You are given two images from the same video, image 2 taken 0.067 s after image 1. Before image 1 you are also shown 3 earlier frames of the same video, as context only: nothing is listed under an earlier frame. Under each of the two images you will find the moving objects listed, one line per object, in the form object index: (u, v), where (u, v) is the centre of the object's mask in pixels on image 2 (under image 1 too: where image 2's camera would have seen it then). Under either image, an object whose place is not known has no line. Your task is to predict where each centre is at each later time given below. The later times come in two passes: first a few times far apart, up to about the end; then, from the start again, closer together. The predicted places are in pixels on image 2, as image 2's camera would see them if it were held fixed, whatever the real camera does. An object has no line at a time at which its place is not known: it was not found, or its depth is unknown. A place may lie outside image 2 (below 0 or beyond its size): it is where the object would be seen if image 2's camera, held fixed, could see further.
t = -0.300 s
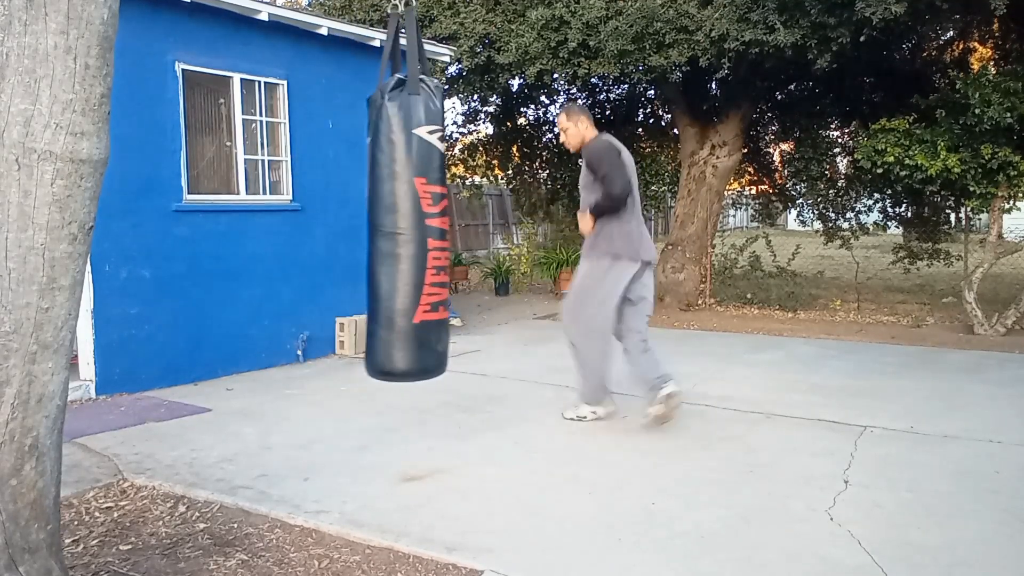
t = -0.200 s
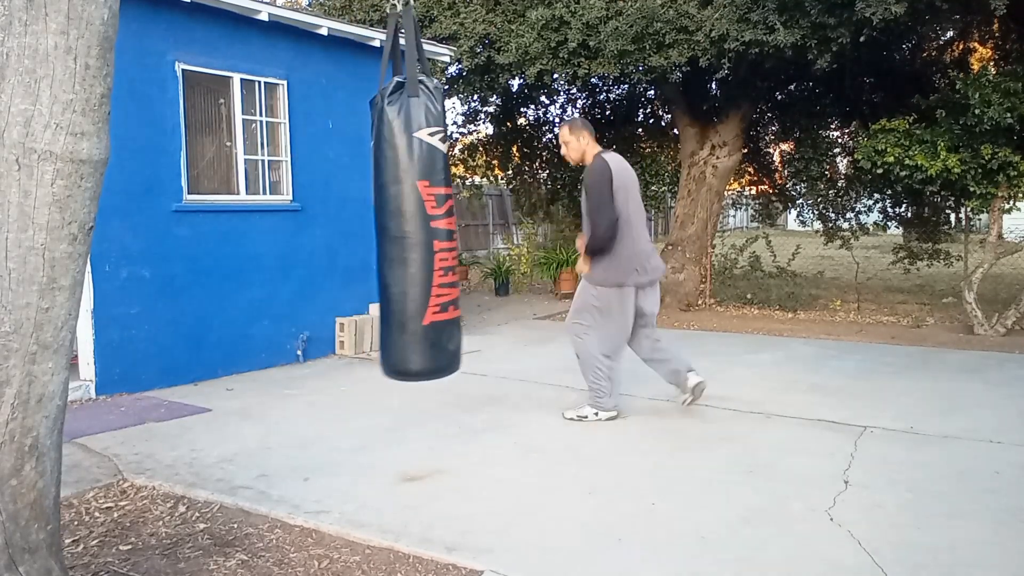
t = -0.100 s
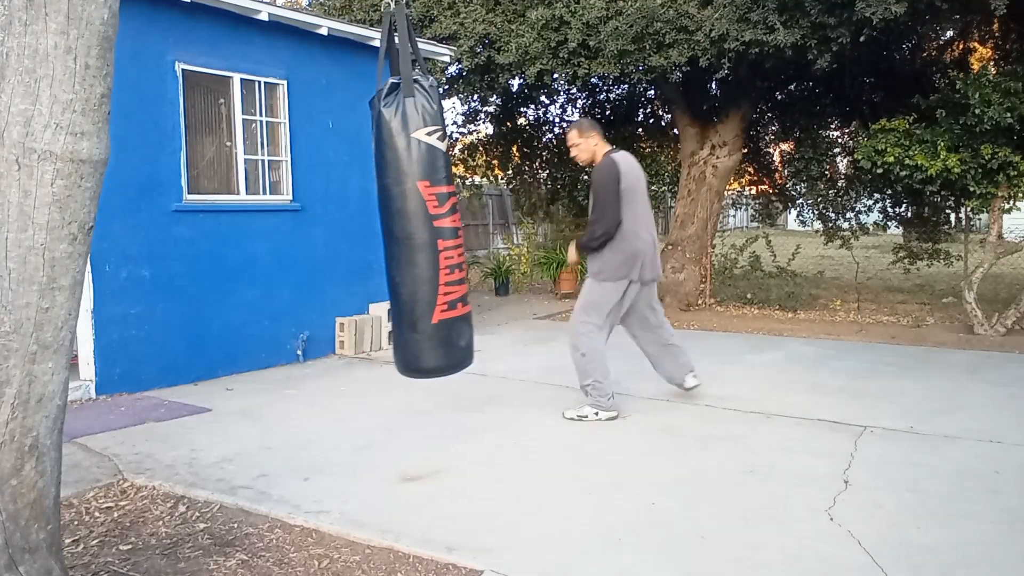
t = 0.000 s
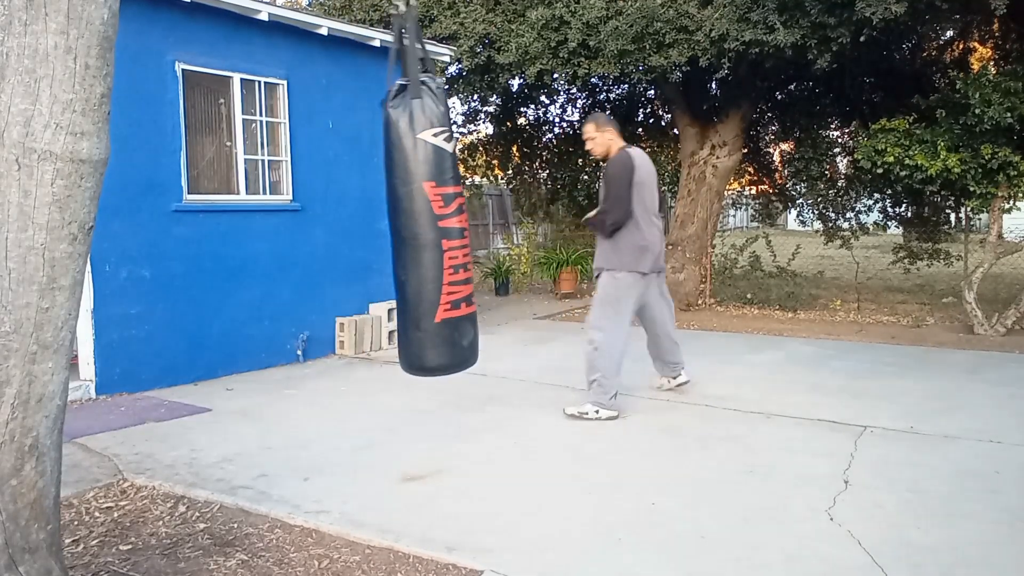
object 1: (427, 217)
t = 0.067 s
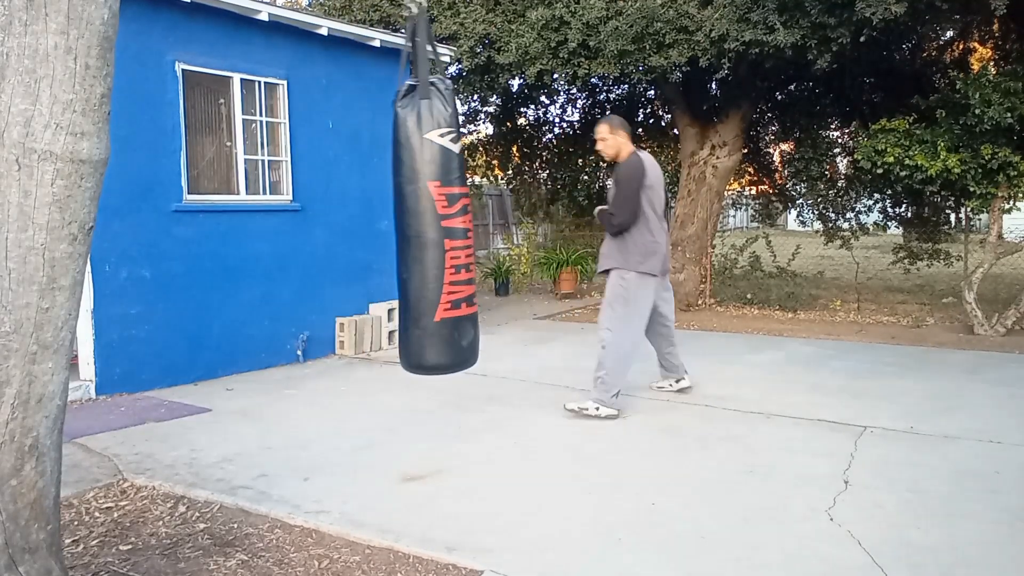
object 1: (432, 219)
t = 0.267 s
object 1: (436, 220)
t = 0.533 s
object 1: (433, 218)
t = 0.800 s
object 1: (420, 218)
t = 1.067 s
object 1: (404, 218)
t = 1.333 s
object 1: (381, 219)
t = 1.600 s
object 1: (369, 225)
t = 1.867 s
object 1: (365, 222)
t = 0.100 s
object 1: (434, 218)
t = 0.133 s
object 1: (435, 218)
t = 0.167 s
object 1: (436, 217)
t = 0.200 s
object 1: (436, 217)
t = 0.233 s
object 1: (436, 218)
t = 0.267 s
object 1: (436, 220)
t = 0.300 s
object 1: (435, 219)
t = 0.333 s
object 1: (434, 217)
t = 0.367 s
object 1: (434, 216)
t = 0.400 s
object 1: (434, 217)
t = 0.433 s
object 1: (434, 218)
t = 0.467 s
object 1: (434, 219)
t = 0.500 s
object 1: (433, 220)
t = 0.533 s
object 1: (433, 218)
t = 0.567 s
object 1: (432, 218)
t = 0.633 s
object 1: (431, 217)
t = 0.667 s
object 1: (429, 217)
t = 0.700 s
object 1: (428, 219)
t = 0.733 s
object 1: (425, 219)
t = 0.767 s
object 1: (422, 219)
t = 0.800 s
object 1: (420, 218)
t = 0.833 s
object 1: (417, 217)
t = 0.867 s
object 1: (415, 217)
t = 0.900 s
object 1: (413, 217)
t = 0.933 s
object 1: (411, 217)
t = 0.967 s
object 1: (410, 218)
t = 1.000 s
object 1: (408, 222)
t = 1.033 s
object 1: (406, 218)
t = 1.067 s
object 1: (404, 218)
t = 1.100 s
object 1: (402, 219)
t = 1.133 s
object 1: (399, 220)
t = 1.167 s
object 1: (395, 222)
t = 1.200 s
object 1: (392, 225)
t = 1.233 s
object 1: (389, 220)
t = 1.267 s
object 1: (386, 219)
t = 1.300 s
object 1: (383, 219)
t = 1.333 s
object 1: (381, 219)
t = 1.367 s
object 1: (380, 220)
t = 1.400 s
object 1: (379, 222)
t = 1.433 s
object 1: (378, 221)
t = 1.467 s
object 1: (376, 222)
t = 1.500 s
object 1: (375, 222)
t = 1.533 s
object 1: (373, 223)
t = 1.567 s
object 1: (371, 224)
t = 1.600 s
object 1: (369, 225)
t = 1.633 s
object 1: (367, 224)
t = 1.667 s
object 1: (365, 222)
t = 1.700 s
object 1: (364, 221)
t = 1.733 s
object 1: (364, 221)
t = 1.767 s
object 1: (363, 221)
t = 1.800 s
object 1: (364, 223)
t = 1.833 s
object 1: (364, 223)
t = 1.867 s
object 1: (365, 222)
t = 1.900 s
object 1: (365, 221)
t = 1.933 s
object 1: (366, 220)
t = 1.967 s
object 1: (365, 222)
